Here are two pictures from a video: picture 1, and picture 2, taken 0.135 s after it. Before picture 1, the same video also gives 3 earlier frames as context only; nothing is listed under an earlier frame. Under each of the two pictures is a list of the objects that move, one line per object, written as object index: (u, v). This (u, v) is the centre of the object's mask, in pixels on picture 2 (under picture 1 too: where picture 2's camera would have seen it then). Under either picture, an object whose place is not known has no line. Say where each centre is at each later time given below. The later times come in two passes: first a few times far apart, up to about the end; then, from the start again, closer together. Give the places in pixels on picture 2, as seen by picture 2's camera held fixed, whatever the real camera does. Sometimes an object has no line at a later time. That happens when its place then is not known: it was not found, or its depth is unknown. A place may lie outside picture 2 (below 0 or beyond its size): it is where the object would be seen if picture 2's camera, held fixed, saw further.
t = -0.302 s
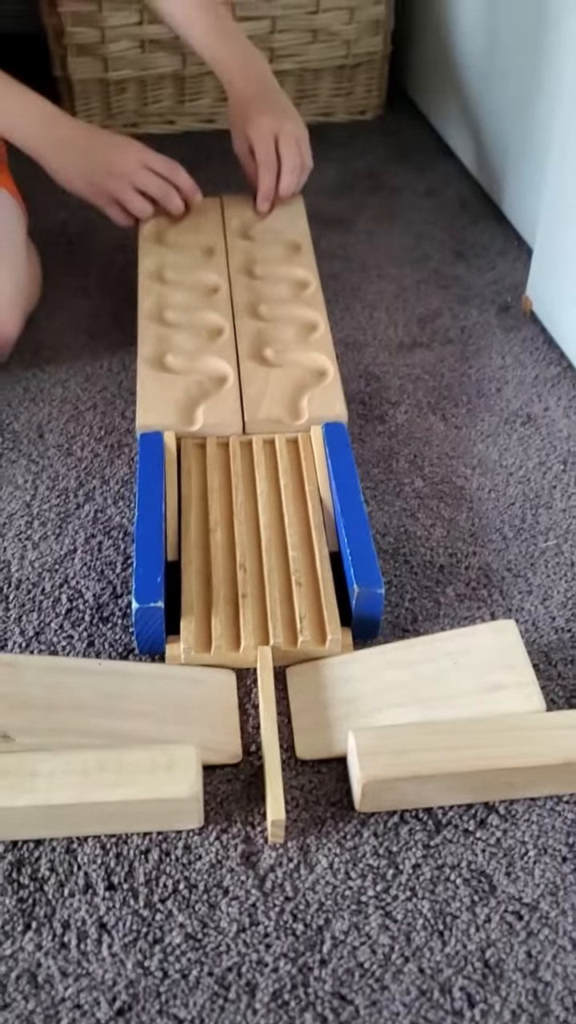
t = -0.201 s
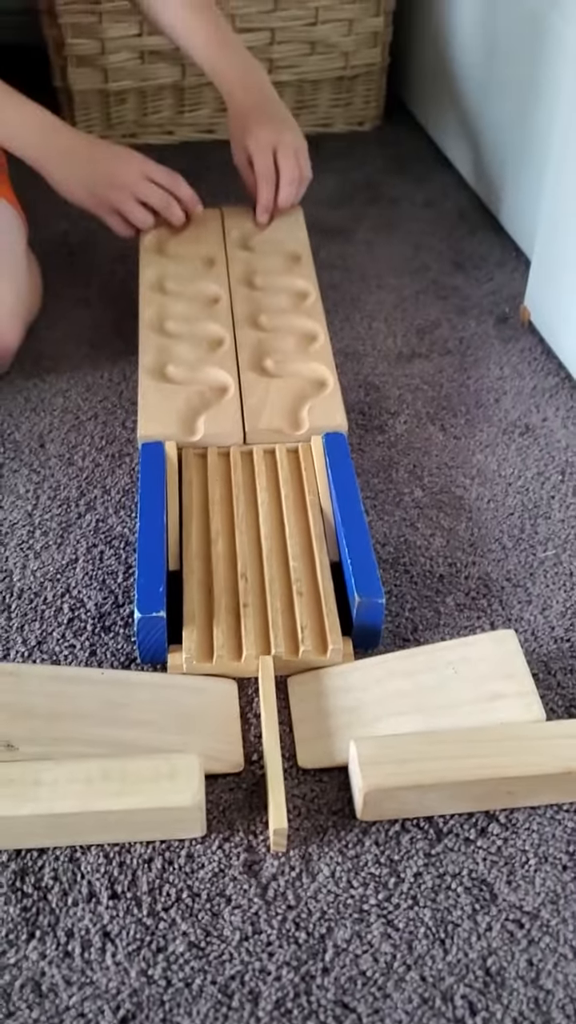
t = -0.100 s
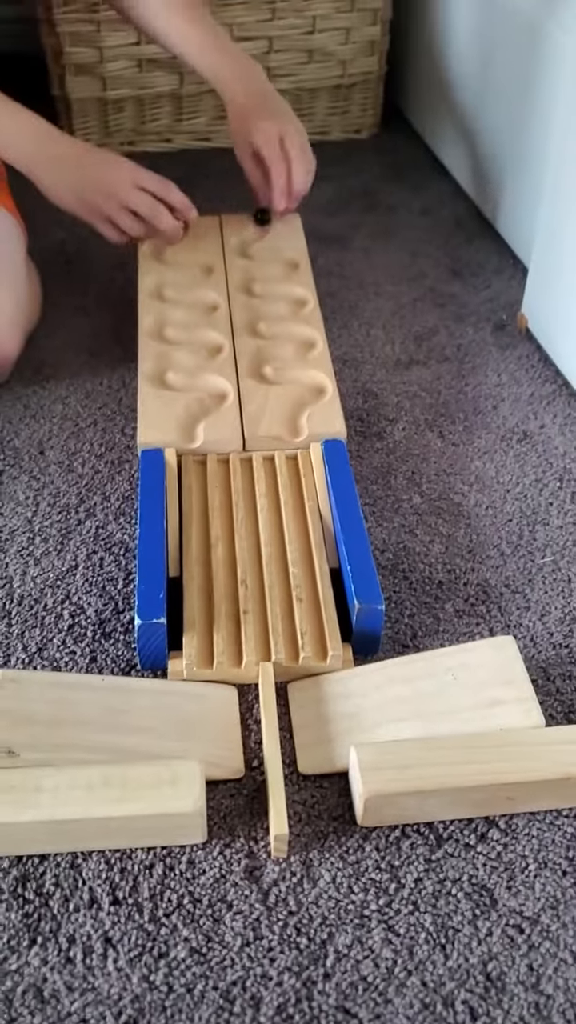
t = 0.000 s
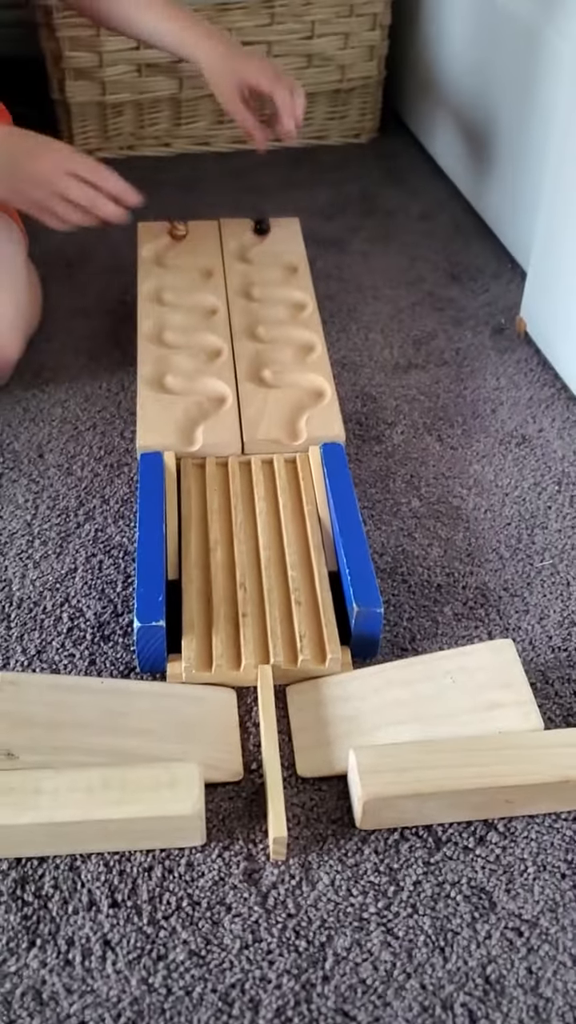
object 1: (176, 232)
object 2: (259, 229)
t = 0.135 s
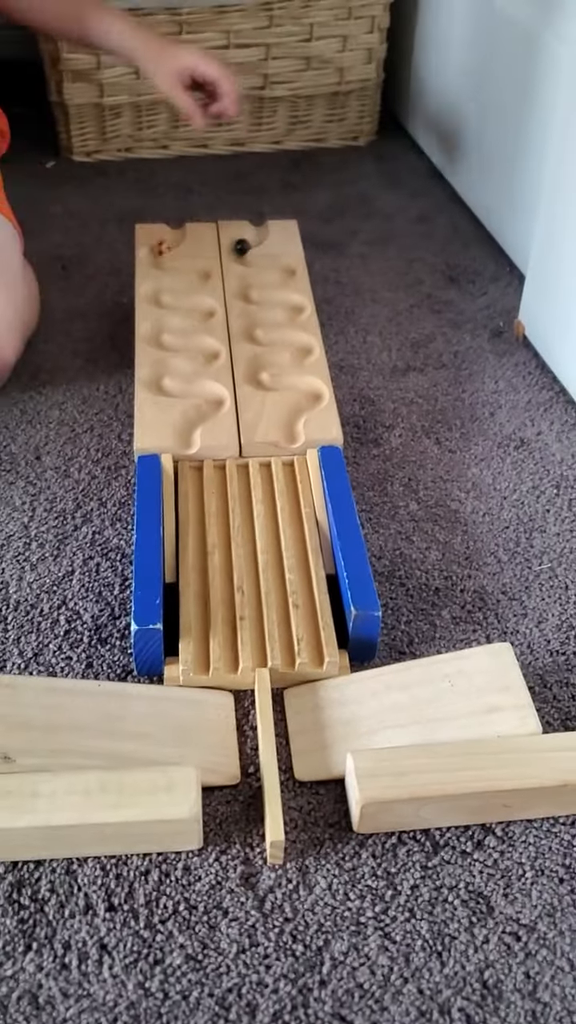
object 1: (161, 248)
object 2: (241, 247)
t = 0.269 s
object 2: (245, 259)
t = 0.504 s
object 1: (206, 275)
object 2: (293, 266)
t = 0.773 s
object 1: (148, 294)
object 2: (245, 282)
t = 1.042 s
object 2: (282, 296)
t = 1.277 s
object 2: (274, 316)
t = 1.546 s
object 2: (258, 338)
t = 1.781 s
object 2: (309, 350)
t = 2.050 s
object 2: (248, 369)
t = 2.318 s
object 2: (303, 385)
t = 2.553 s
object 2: (294, 410)
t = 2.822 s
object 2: (300, 470)
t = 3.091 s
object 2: (302, 540)
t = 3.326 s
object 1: (204, 700)
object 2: (313, 614)
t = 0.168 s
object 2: (233, 249)
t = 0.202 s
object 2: (233, 251)
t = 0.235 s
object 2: (240, 257)
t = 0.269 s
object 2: (245, 259)
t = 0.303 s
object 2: (252, 260)
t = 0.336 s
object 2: (259, 260)
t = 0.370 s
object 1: (189, 264)
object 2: (266, 258)
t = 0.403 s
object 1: (195, 265)
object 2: (273, 259)
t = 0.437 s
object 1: (203, 268)
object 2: (281, 261)
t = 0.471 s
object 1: (206, 271)
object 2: (289, 264)
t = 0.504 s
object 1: (206, 275)
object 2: (293, 266)
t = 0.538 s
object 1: (203, 279)
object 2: (292, 271)
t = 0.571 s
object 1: (194, 281)
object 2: (290, 274)
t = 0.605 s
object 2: (285, 276)
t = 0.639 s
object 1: (171, 283)
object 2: (278, 278)
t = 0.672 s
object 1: (158, 285)
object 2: (269, 277)
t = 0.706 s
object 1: (154, 284)
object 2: (260, 276)
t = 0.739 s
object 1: (151, 290)
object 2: (252, 278)
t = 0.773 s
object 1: (148, 294)
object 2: (245, 282)
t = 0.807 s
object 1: (152, 297)
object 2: (239, 285)
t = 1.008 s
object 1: (207, 306)
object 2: (274, 295)
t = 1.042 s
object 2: (282, 296)
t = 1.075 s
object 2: (291, 300)
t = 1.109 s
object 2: (299, 304)
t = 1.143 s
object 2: (302, 307)
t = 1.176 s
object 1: (194, 321)
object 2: (297, 312)
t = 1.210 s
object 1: (183, 323)
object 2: (291, 316)
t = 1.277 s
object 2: (274, 316)
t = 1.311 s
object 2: (266, 315)
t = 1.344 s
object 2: (259, 317)
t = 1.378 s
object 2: (252, 321)
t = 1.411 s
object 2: (244, 324)
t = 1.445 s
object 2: (242, 326)
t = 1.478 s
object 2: (246, 332)
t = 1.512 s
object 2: (251, 336)
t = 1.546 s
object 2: (258, 338)
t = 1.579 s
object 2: (266, 339)
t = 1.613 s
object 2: (274, 337)
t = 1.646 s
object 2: (283, 336)
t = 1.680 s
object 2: (291, 338)
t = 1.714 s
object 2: (300, 341)
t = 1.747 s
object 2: (307, 345)
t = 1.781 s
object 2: (309, 350)
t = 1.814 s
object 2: (305, 355)
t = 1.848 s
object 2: (298, 359)
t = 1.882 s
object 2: (289, 360)
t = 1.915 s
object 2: (279, 359)
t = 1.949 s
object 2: (270, 358)
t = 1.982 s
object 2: (263, 361)
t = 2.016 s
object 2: (256, 365)
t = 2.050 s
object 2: (248, 369)
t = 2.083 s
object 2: (248, 372)
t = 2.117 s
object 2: (254, 378)
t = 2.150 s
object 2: (260, 383)
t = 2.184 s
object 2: (269, 384)
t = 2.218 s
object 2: (277, 384)
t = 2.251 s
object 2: (285, 381)
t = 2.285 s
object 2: (294, 381)
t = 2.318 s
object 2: (303, 385)
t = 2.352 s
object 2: (313, 389)
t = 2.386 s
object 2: (318, 392)
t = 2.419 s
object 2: (316, 398)
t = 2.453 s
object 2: (312, 402)
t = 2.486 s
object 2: (308, 405)
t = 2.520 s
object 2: (301, 409)
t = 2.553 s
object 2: (294, 410)
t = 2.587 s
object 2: (292, 415)
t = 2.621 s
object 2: (290, 425)
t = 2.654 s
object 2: (289, 430)
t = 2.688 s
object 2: (292, 436)
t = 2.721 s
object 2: (296, 443)
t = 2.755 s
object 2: (298, 454)
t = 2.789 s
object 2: (299, 462)
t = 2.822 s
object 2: (300, 470)
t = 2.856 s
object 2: (300, 478)
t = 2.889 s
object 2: (297, 487)
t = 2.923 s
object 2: (296, 496)
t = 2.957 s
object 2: (296, 505)
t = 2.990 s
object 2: (297, 513)
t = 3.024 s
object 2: (299, 522)
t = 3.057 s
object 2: (301, 531)
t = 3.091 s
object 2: (302, 540)
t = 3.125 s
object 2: (303, 550)
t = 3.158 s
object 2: (305, 560)
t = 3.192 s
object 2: (306, 570)
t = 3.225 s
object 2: (308, 581)
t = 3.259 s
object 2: (309, 592)
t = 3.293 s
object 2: (311, 603)
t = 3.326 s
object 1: (204, 700)
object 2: (313, 614)
